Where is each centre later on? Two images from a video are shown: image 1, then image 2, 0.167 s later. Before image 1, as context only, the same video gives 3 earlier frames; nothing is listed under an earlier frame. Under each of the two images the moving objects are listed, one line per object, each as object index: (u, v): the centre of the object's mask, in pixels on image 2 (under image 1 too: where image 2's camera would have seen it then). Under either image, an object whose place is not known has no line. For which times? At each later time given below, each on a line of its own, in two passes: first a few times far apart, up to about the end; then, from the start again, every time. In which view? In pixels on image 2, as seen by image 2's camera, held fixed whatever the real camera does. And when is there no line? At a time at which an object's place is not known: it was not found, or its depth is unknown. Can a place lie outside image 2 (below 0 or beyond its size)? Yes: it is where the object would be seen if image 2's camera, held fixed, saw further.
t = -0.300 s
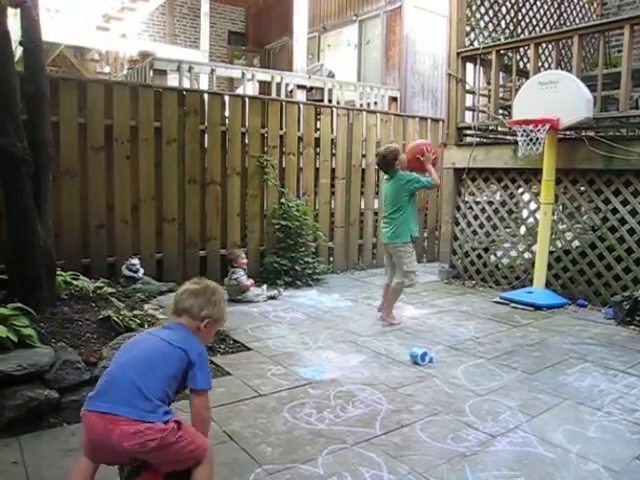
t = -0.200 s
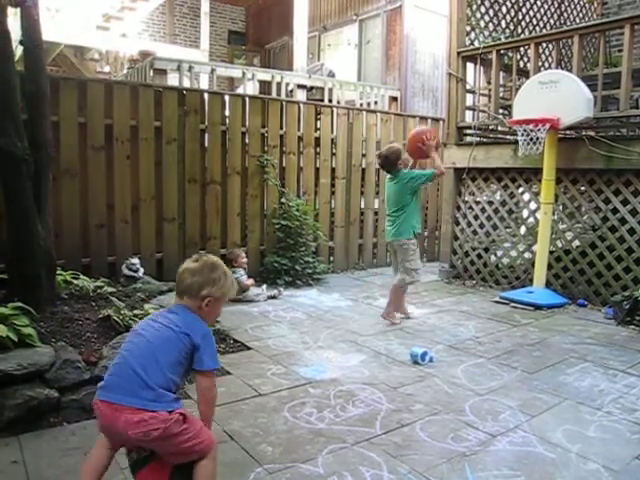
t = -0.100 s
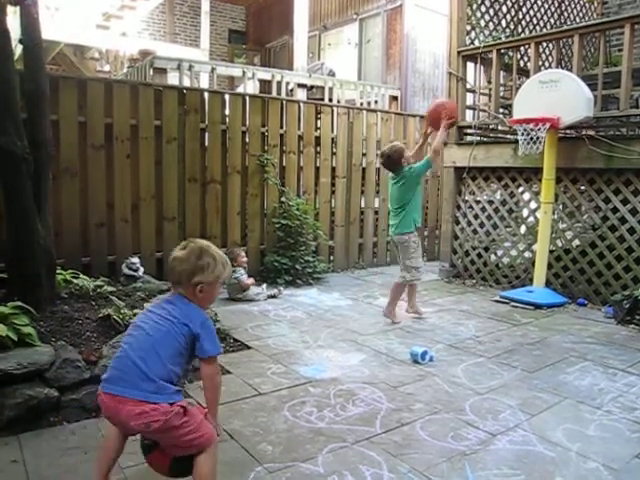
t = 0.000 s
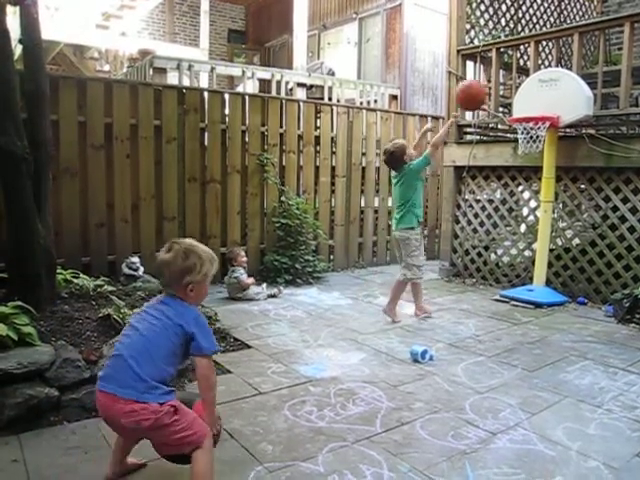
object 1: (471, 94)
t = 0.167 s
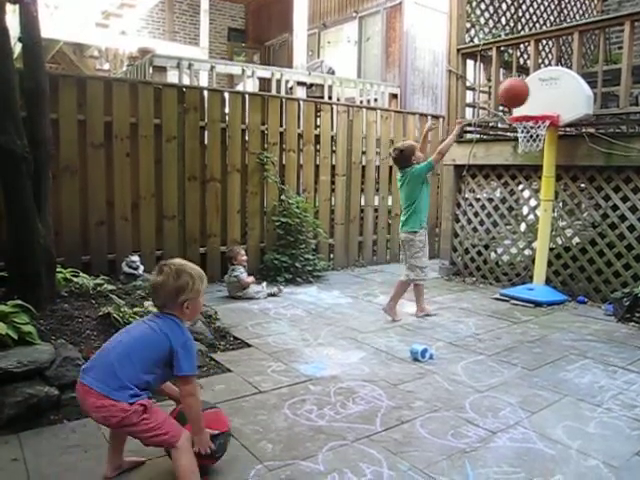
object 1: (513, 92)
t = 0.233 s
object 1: (529, 100)
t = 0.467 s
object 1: (551, 99)
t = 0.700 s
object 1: (556, 101)
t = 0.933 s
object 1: (567, 131)
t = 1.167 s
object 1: (574, 233)
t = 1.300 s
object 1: (576, 295)
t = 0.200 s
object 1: (521, 96)
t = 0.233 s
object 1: (529, 100)
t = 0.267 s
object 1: (535, 103)
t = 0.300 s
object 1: (539, 102)
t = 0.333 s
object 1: (542, 100)
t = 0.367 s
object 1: (545, 100)
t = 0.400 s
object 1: (548, 101)
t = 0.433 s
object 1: (550, 100)
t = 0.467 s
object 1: (551, 99)
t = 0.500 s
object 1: (552, 98)
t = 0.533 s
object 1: (552, 99)
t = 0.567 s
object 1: (553, 100)
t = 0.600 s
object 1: (554, 100)
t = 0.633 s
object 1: (554, 100)
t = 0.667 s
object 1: (555, 100)
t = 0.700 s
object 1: (556, 101)
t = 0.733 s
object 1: (557, 103)
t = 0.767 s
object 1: (559, 104)
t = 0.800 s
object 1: (561, 107)
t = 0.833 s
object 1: (563, 111)
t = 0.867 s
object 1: (565, 116)
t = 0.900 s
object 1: (566, 124)
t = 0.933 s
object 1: (567, 131)
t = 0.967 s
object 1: (569, 142)
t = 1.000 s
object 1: (570, 153)
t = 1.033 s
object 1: (572, 166)
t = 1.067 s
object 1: (573, 181)
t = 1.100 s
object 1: (573, 197)
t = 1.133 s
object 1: (574, 214)
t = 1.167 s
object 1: (574, 233)
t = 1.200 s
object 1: (574, 254)
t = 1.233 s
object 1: (575, 277)
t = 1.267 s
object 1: (575, 299)
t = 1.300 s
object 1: (576, 295)
